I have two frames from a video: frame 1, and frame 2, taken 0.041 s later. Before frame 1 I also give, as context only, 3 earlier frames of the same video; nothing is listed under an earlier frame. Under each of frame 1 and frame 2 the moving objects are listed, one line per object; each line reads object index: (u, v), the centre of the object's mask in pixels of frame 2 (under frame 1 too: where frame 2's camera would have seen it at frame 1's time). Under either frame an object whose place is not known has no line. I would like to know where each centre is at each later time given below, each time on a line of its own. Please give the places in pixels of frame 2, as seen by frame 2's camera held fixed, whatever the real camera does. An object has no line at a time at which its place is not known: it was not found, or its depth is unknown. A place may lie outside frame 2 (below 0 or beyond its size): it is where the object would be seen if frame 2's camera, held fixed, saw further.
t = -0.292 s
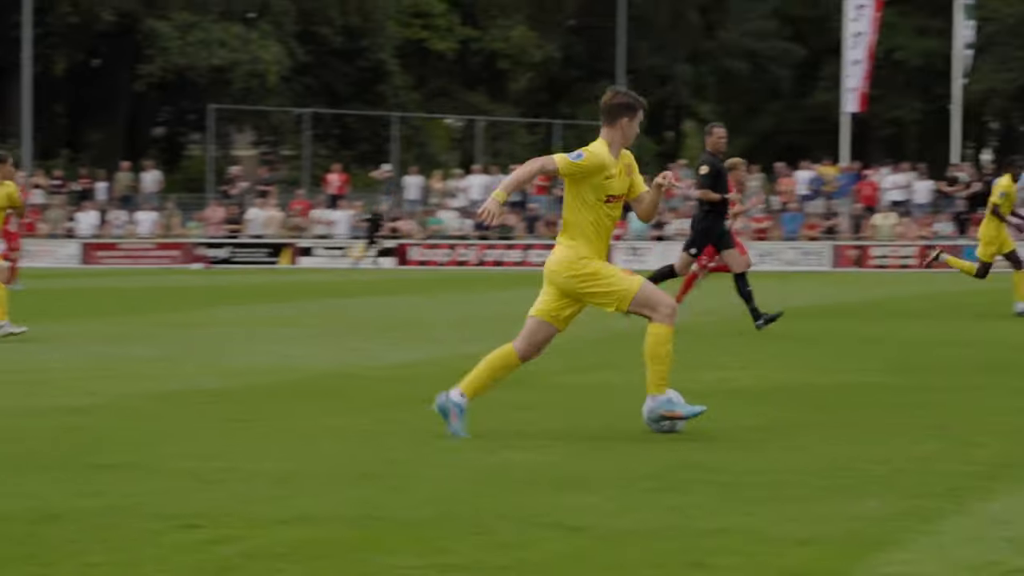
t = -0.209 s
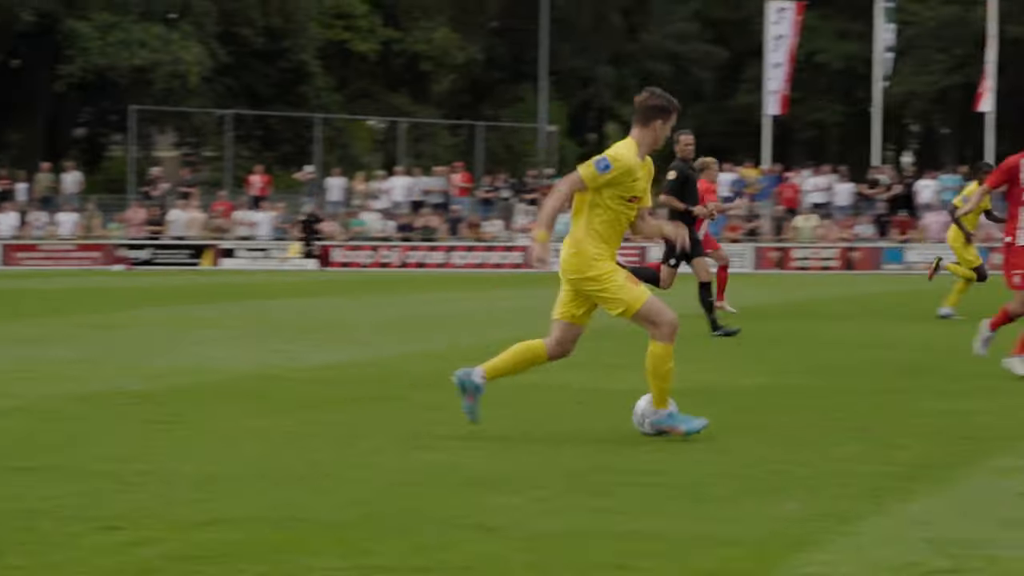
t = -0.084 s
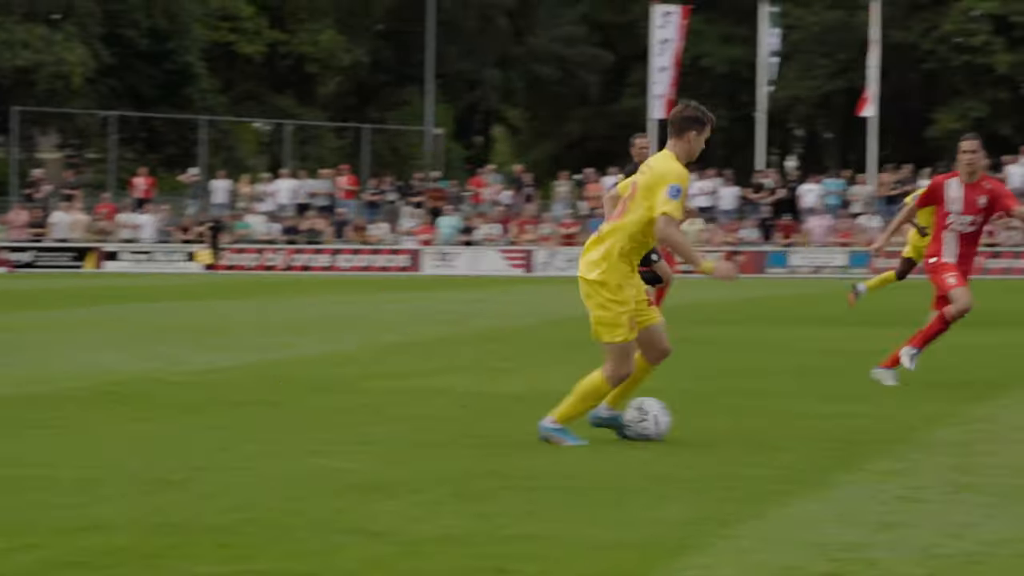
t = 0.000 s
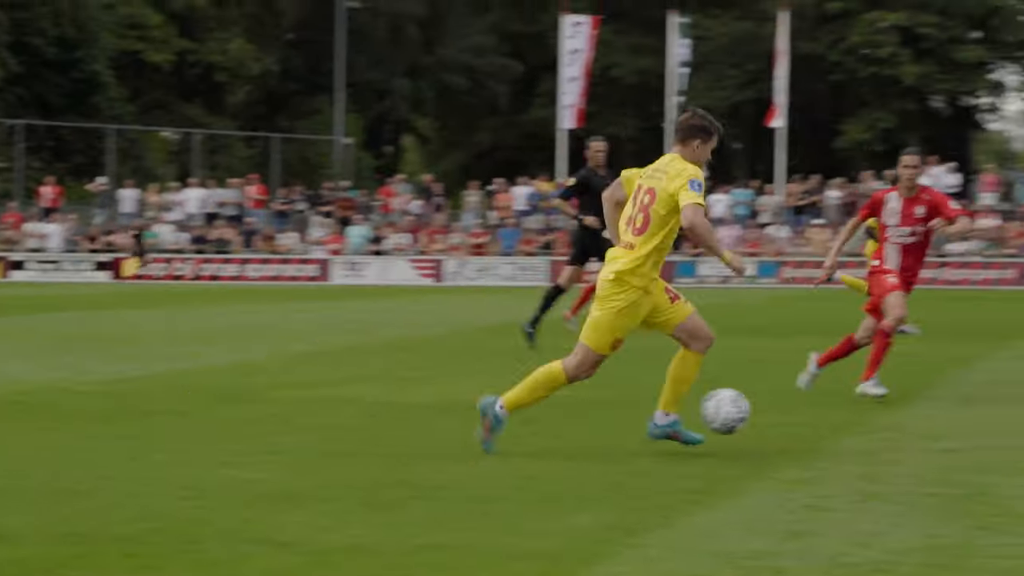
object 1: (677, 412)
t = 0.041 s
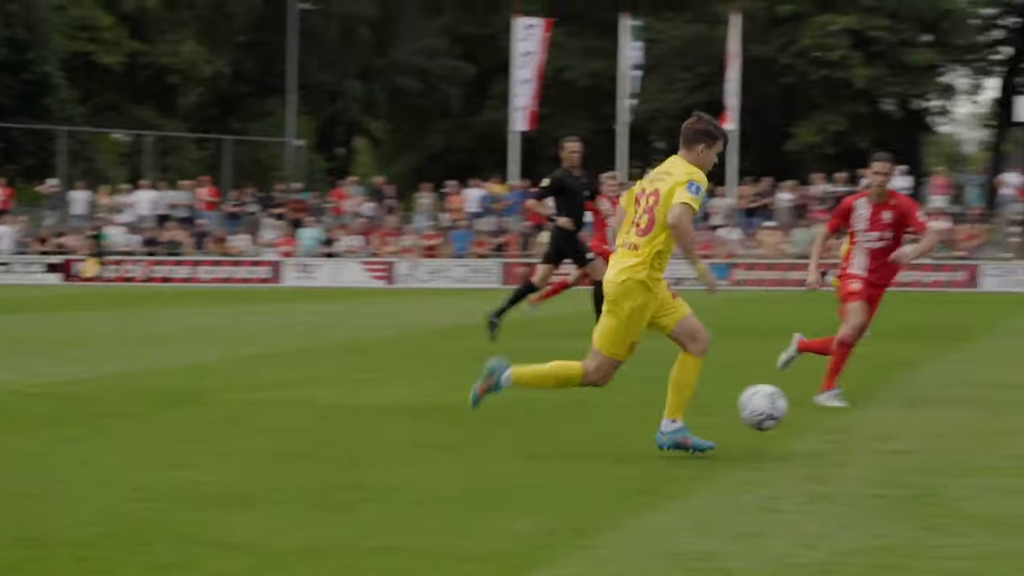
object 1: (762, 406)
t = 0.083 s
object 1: (848, 404)
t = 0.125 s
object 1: (984, 407)
